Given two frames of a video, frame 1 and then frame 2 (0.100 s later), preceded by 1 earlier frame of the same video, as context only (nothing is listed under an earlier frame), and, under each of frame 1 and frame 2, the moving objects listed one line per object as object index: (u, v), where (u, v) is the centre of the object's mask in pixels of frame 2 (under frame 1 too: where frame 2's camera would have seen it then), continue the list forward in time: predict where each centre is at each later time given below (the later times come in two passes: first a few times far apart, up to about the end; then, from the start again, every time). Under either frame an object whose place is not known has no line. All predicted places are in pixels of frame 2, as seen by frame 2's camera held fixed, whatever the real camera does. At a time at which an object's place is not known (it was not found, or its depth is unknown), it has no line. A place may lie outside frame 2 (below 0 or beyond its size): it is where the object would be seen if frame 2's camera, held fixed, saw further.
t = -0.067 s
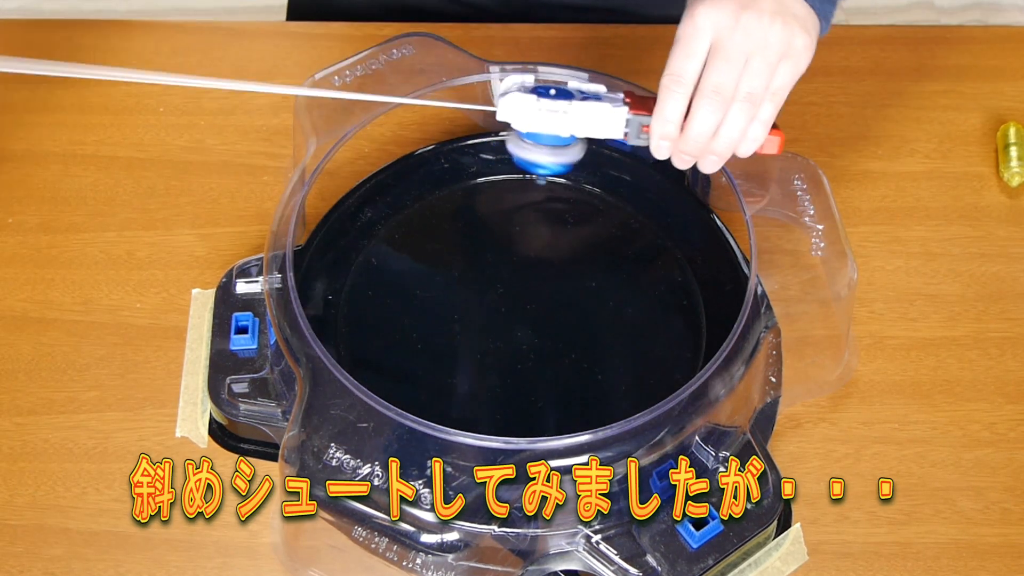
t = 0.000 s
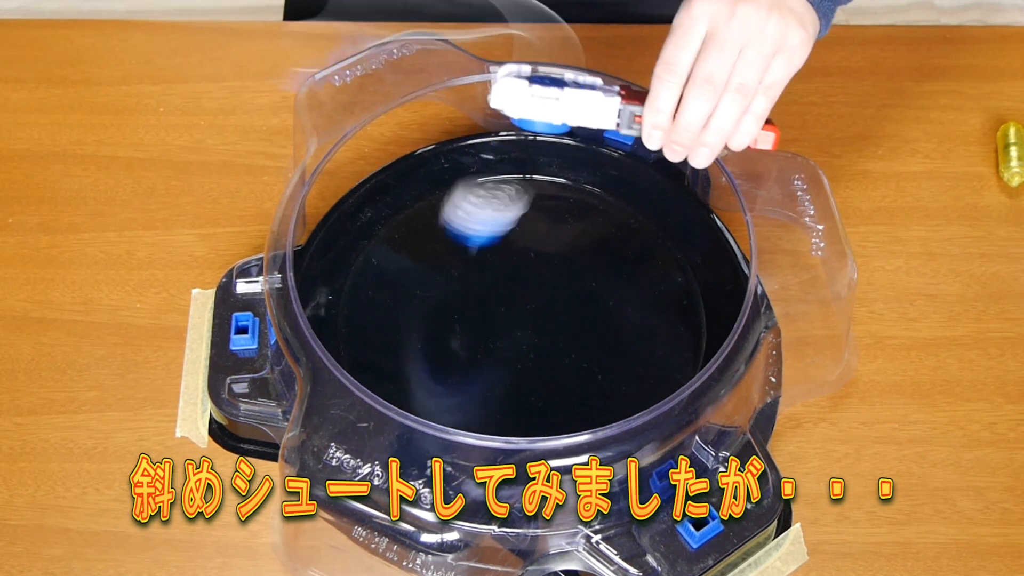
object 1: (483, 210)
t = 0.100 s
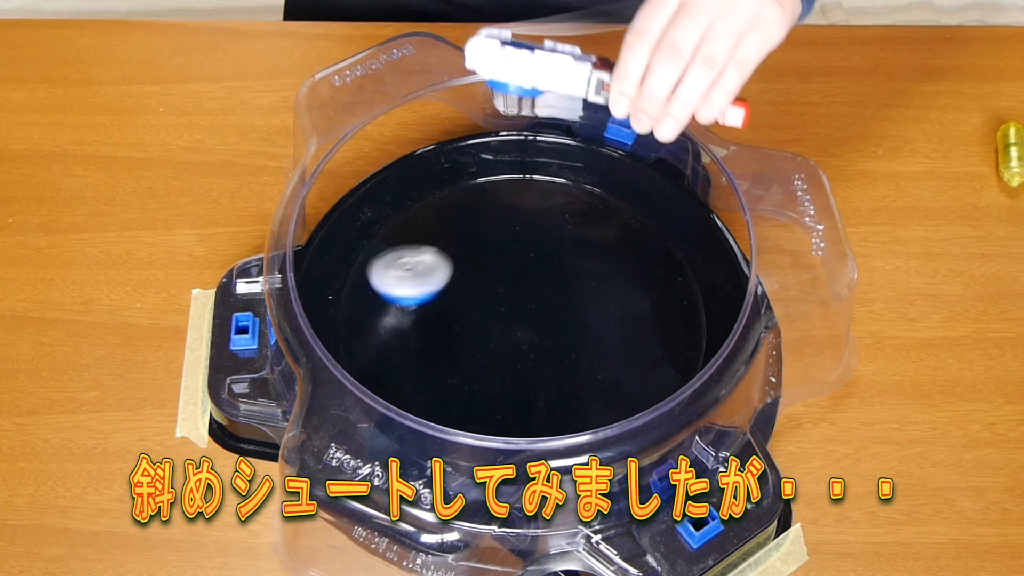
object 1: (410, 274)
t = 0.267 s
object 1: (363, 389)
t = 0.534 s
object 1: (509, 396)
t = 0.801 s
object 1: (677, 227)
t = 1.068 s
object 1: (614, 273)
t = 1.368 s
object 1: (434, 363)
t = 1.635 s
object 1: (445, 286)
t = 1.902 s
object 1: (597, 184)
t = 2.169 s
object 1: (626, 301)
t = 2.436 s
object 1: (456, 355)
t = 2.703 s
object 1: (376, 243)
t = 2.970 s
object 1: (505, 165)
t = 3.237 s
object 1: (654, 317)
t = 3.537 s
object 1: (401, 409)
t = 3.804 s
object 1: (421, 193)
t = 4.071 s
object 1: (663, 254)
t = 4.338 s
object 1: (532, 453)
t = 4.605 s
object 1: (363, 282)
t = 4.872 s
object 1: (591, 187)
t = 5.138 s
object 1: (659, 394)
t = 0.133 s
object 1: (394, 287)
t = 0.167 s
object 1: (381, 311)
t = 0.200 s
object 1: (370, 345)
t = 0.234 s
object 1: (360, 389)
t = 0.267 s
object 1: (363, 389)
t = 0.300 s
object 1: (371, 390)
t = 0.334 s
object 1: (381, 402)
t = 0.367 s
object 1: (393, 422)
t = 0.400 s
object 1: (411, 421)
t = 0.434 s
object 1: (434, 411)
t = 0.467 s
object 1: (459, 409)
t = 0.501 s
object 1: (484, 410)
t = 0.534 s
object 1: (509, 396)
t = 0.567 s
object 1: (537, 381)
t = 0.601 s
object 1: (565, 359)
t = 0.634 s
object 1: (590, 336)
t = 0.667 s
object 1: (614, 312)
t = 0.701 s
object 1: (635, 289)
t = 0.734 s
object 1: (652, 266)
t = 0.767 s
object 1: (666, 246)
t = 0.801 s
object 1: (677, 227)
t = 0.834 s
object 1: (685, 212)
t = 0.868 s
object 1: (688, 204)
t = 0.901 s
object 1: (681, 210)
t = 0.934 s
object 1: (672, 218)
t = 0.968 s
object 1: (662, 230)
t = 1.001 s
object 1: (648, 243)
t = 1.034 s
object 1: (632, 258)
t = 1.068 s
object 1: (614, 273)
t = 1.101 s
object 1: (594, 290)
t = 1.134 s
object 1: (573, 305)
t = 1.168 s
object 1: (550, 320)
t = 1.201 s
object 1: (528, 334)
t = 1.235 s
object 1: (506, 344)
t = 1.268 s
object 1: (485, 353)
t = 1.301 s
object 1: (465, 358)
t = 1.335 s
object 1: (448, 362)
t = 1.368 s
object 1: (434, 363)
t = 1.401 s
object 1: (423, 361)
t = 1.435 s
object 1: (416, 356)
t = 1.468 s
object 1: (412, 349)
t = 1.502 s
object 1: (412, 339)
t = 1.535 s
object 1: (416, 328)
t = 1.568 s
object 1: (423, 315)
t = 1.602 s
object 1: (433, 300)
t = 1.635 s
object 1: (445, 286)
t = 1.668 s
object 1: (460, 270)
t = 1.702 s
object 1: (477, 256)
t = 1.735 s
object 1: (494, 242)
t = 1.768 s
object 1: (513, 229)
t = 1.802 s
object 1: (532, 219)
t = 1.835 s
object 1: (555, 203)
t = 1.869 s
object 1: (577, 192)
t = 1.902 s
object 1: (597, 184)
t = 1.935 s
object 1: (612, 183)
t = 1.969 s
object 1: (621, 196)
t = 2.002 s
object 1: (627, 212)
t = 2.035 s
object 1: (632, 230)
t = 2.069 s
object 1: (635, 248)
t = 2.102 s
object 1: (635, 267)
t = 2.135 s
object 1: (633, 284)
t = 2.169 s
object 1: (626, 301)
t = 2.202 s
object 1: (615, 317)
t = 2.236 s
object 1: (599, 332)
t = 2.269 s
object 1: (579, 344)
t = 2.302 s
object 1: (558, 353)
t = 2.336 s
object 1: (532, 360)
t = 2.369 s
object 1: (506, 362)
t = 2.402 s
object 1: (481, 360)
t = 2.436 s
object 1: (456, 355)
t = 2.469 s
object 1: (432, 346)
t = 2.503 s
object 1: (413, 334)
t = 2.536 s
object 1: (397, 321)
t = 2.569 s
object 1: (384, 306)
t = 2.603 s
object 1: (376, 291)
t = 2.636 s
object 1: (372, 274)
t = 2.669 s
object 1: (372, 259)
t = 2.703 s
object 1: (376, 243)
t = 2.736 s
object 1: (383, 228)
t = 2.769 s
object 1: (393, 214)
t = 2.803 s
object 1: (407, 201)
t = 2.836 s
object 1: (422, 191)
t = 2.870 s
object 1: (440, 181)
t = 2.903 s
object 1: (459, 175)
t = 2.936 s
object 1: (481, 169)
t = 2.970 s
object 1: (505, 165)
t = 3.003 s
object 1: (531, 166)
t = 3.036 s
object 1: (559, 173)
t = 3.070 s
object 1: (587, 186)
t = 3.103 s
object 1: (610, 204)
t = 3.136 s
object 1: (628, 226)
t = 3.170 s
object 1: (643, 254)
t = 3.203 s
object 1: (652, 284)
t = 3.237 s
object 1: (654, 317)
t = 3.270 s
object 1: (649, 350)
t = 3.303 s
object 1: (635, 379)
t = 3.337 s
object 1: (616, 411)
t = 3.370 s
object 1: (587, 438)
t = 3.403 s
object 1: (552, 458)
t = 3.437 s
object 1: (513, 460)
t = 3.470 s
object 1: (476, 448)
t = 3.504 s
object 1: (436, 430)
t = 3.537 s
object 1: (401, 409)
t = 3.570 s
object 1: (371, 385)
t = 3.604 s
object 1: (359, 352)
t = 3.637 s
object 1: (351, 320)
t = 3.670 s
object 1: (351, 288)
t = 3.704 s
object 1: (364, 258)
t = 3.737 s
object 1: (378, 230)
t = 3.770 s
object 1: (397, 209)
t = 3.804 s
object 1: (421, 193)
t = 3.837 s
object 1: (450, 182)
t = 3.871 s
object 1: (478, 177)
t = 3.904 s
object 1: (511, 177)
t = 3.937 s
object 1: (547, 184)
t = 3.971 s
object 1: (581, 194)
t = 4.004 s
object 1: (612, 211)
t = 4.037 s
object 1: (638, 229)
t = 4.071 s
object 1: (663, 254)
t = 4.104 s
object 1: (682, 282)
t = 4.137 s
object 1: (695, 313)
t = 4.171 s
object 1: (701, 346)
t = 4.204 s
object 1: (685, 377)
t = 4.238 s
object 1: (657, 409)
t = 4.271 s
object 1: (624, 431)
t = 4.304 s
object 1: (578, 446)
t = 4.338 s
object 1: (532, 453)
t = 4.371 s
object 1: (488, 448)
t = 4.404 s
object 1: (444, 435)
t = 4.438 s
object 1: (411, 414)
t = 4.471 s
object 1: (383, 390)
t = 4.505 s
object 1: (366, 363)
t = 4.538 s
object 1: (357, 335)
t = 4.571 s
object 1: (356, 308)
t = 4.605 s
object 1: (363, 282)
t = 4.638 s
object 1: (376, 257)
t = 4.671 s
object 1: (396, 236)
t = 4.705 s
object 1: (420, 218)
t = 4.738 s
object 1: (448, 203)
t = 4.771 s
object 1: (479, 193)
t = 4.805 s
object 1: (512, 187)
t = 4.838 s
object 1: (551, 185)
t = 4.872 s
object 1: (591, 187)
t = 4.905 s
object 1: (625, 193)
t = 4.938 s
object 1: (657, 204)
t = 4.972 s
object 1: (676, 230)
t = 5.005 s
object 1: (690, 261)
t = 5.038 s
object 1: (699, 294)
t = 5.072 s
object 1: (694, 329)
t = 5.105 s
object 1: (680, 363)
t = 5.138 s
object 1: (659, 394)
